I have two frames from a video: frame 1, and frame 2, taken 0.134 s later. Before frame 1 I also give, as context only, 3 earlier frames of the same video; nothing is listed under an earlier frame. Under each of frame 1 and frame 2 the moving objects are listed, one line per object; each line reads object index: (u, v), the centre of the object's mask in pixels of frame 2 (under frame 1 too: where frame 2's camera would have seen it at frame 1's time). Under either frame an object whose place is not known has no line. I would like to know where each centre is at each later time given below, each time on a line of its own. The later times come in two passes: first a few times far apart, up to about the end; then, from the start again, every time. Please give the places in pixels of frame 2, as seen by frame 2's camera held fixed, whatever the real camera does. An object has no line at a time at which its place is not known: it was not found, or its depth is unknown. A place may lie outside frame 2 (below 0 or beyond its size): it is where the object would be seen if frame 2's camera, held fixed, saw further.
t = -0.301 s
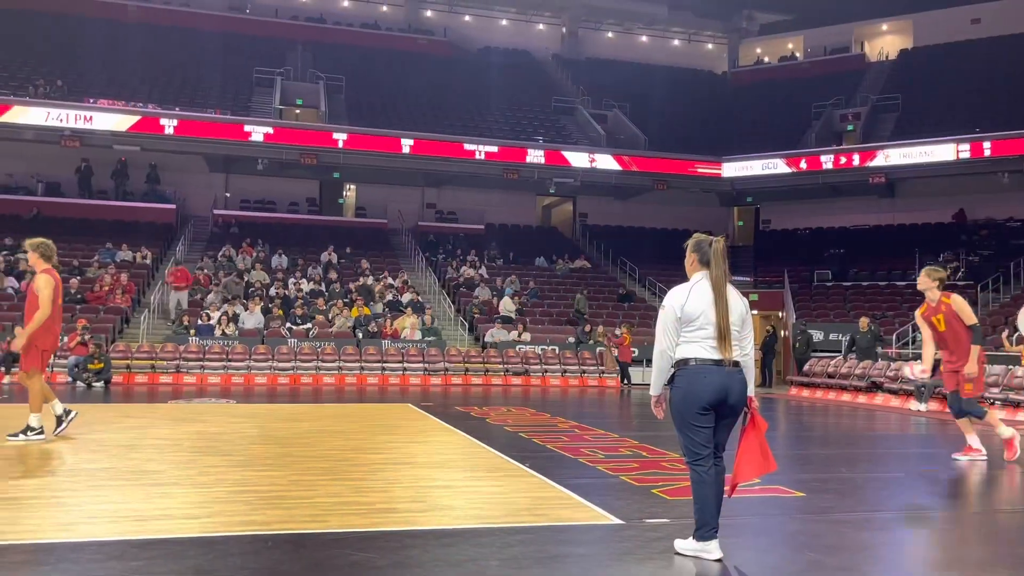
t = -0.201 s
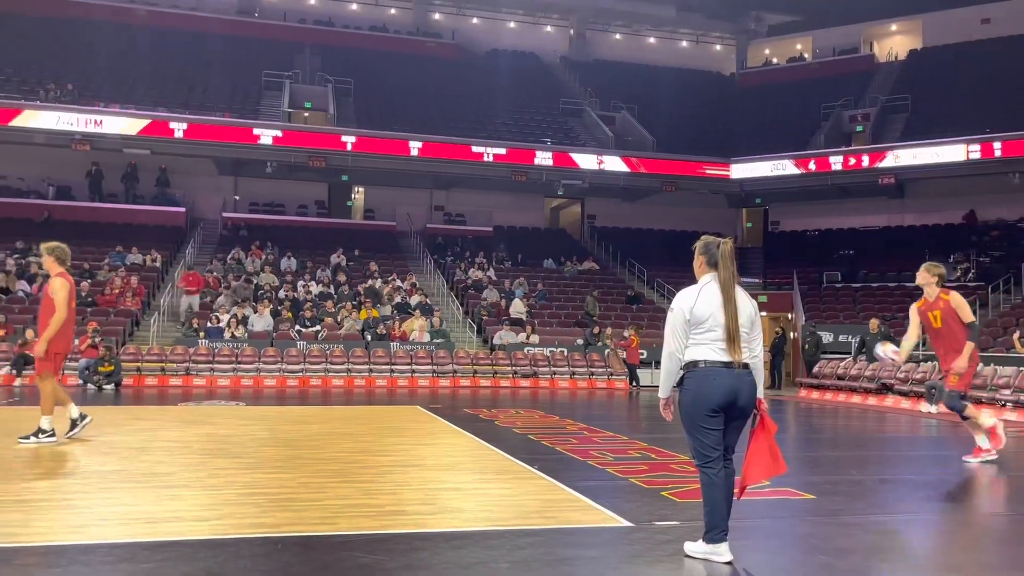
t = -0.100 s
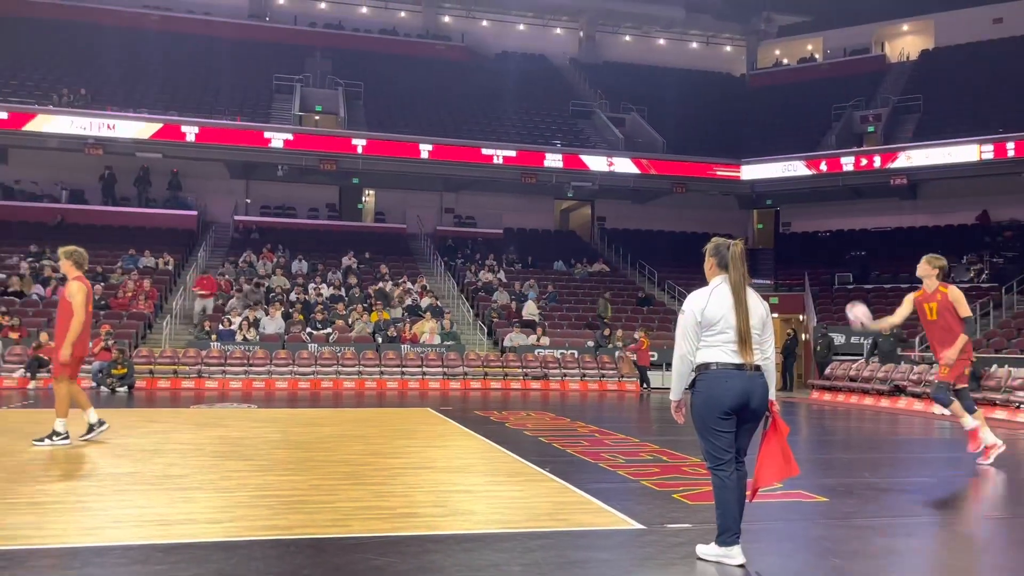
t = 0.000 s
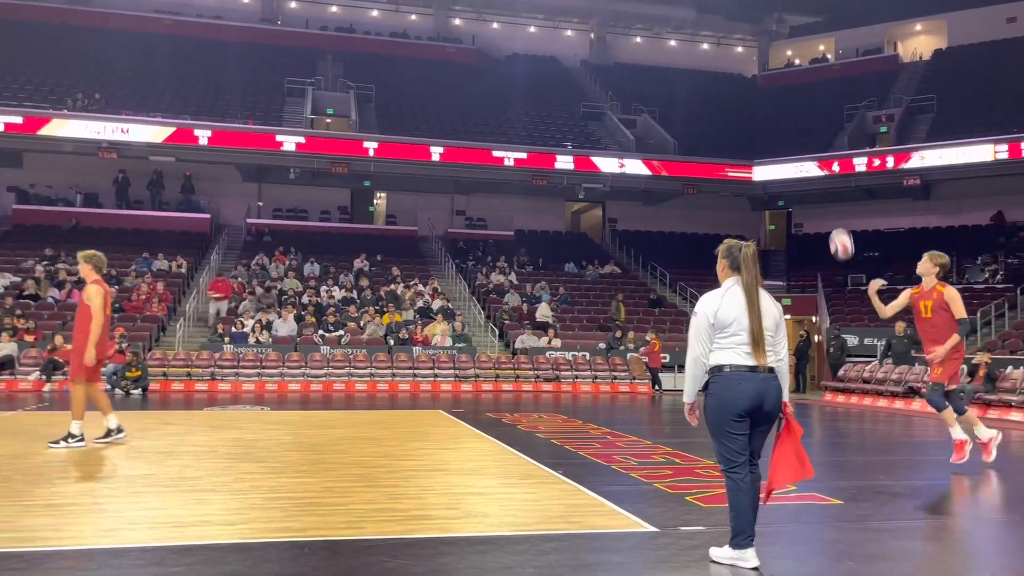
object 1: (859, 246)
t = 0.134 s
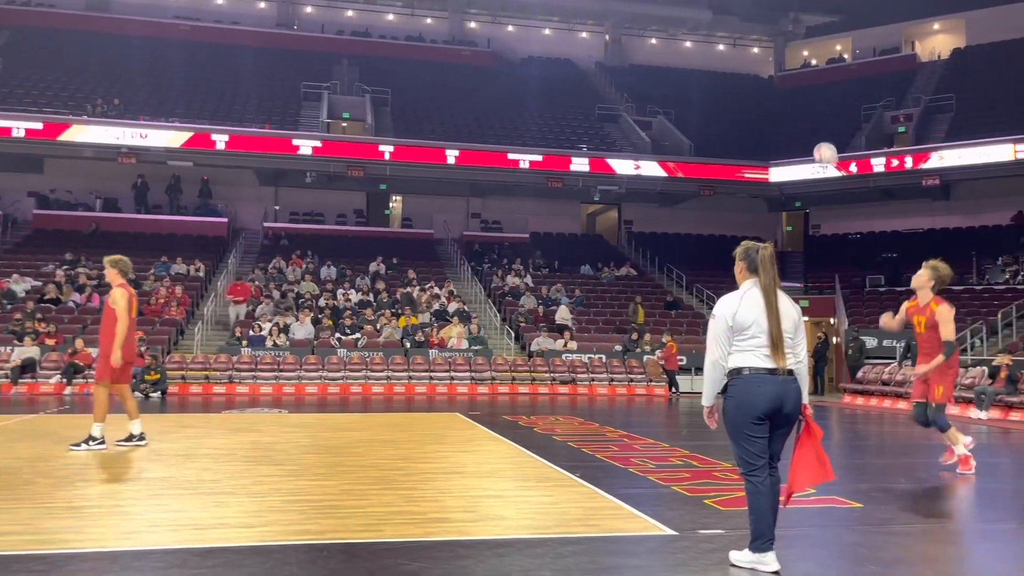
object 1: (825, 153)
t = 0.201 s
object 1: (809, 120)
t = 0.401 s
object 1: (759, 38)
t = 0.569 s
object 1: (718, 6)
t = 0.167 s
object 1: (817, 138)
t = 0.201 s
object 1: (809, 120)
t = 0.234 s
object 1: (800, 103)
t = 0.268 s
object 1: (792, 88)
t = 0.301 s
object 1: (784, 74)
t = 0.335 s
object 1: (775, 61)
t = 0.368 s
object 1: (767, 49)
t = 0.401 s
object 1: (759, 38)
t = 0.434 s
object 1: (751, 29)
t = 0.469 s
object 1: (743, 21)
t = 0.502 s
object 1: (734, 14)
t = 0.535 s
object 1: (726, 9)
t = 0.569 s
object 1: (718, 6)
